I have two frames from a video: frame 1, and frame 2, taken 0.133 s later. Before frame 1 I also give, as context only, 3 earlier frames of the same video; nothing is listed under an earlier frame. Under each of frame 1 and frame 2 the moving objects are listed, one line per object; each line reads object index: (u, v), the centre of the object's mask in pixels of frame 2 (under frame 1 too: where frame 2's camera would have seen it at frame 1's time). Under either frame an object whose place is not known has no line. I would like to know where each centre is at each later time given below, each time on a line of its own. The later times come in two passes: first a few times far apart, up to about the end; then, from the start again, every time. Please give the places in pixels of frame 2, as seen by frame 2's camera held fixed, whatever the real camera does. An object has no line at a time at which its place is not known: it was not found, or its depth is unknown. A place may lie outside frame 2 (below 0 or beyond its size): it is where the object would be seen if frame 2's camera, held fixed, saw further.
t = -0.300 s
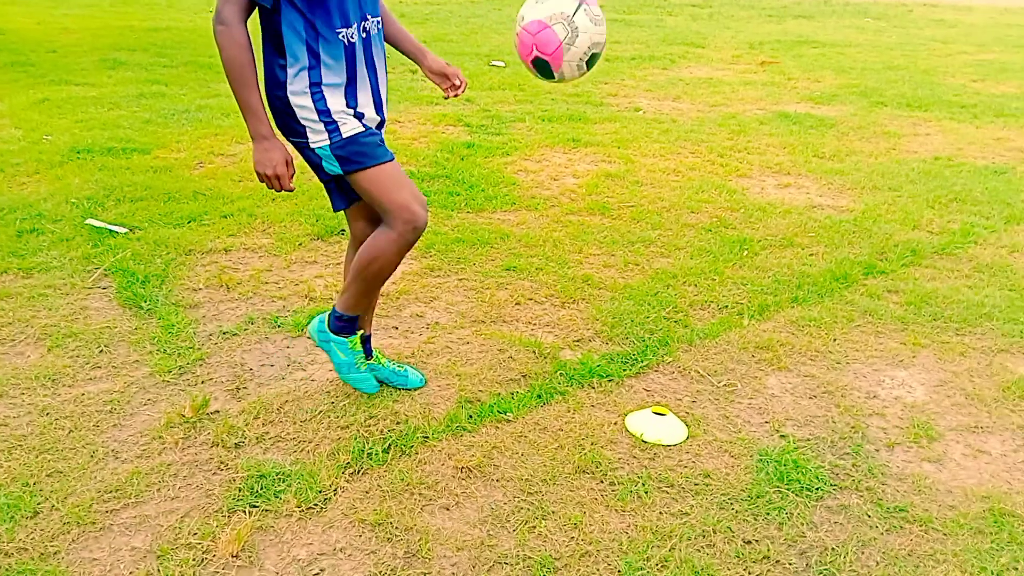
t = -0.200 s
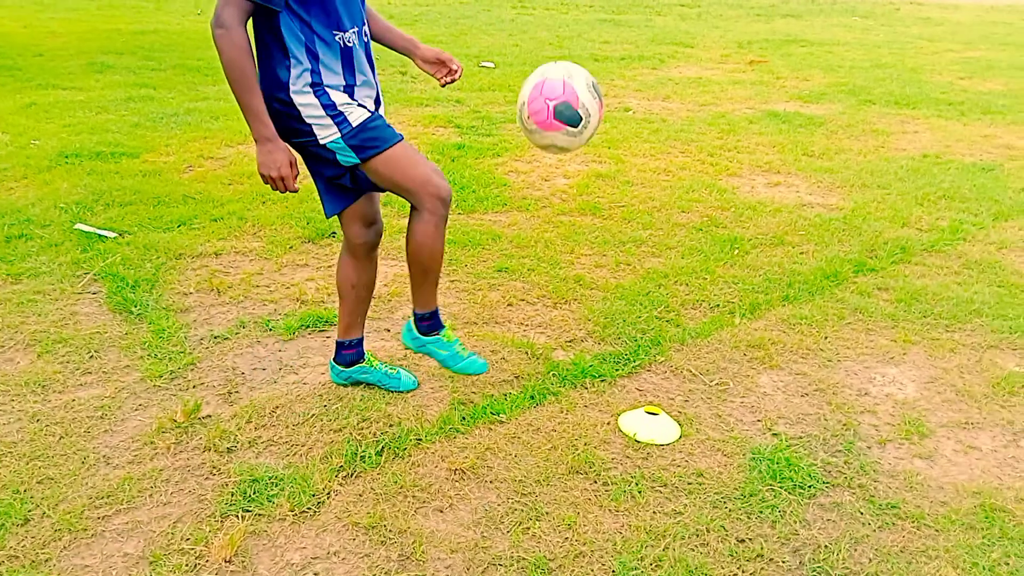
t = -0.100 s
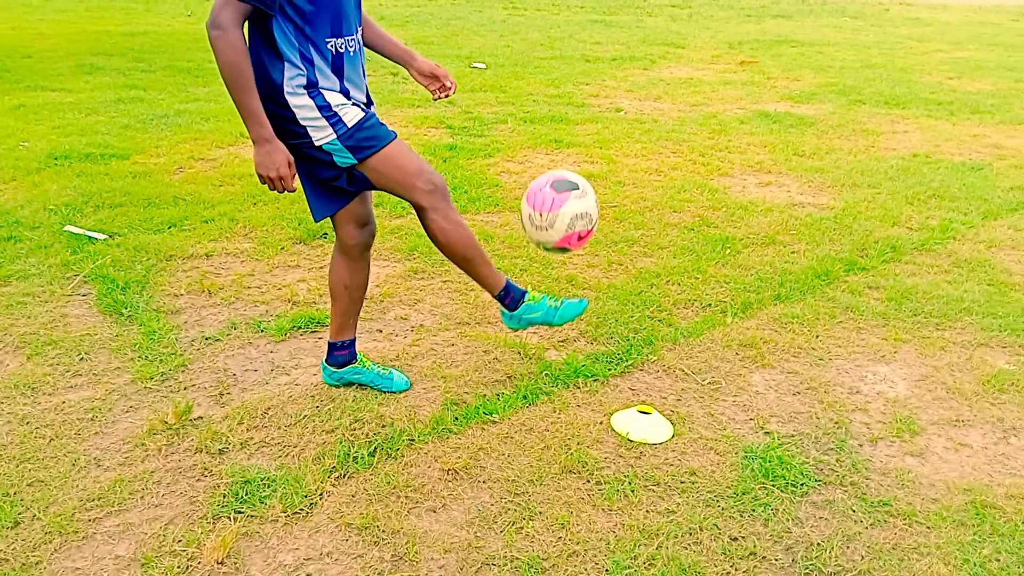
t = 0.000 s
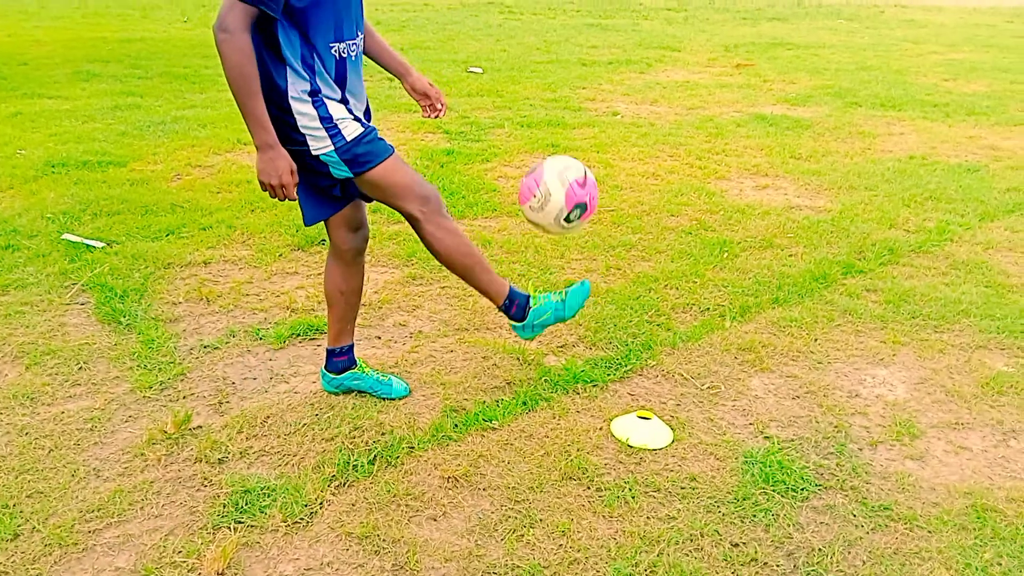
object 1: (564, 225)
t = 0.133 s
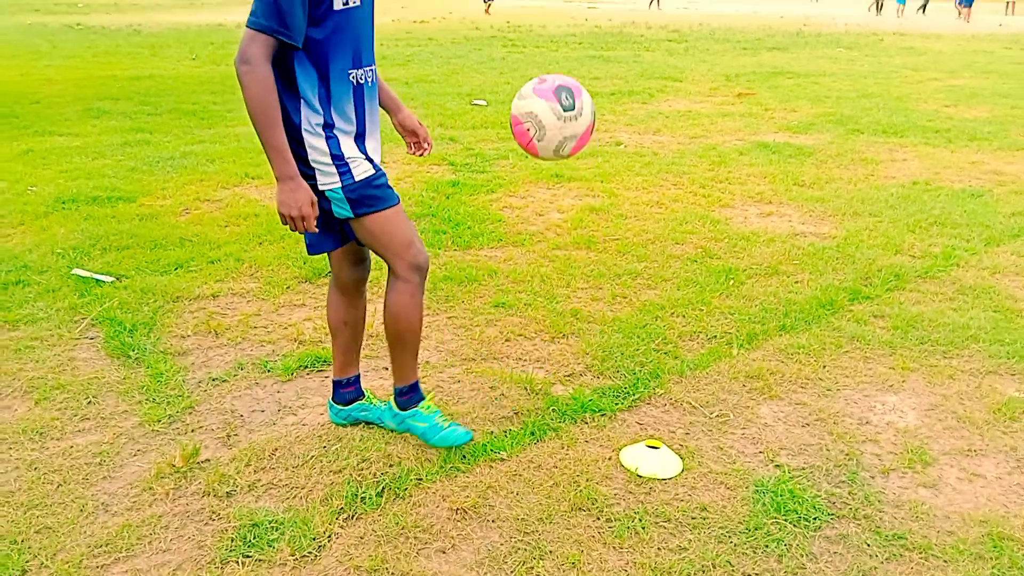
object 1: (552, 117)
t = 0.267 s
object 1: (539, 68)
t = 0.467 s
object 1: (512, 139)
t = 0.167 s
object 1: (549, 99)
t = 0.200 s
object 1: (546, 85)
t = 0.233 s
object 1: (543, 74)
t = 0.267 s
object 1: (539, 68)
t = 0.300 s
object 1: (536, 69)
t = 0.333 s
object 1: (531, 73)
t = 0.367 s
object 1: (525, 81)
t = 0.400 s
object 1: (521, 95)
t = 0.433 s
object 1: (517, 116)
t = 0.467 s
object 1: (512, 139)
